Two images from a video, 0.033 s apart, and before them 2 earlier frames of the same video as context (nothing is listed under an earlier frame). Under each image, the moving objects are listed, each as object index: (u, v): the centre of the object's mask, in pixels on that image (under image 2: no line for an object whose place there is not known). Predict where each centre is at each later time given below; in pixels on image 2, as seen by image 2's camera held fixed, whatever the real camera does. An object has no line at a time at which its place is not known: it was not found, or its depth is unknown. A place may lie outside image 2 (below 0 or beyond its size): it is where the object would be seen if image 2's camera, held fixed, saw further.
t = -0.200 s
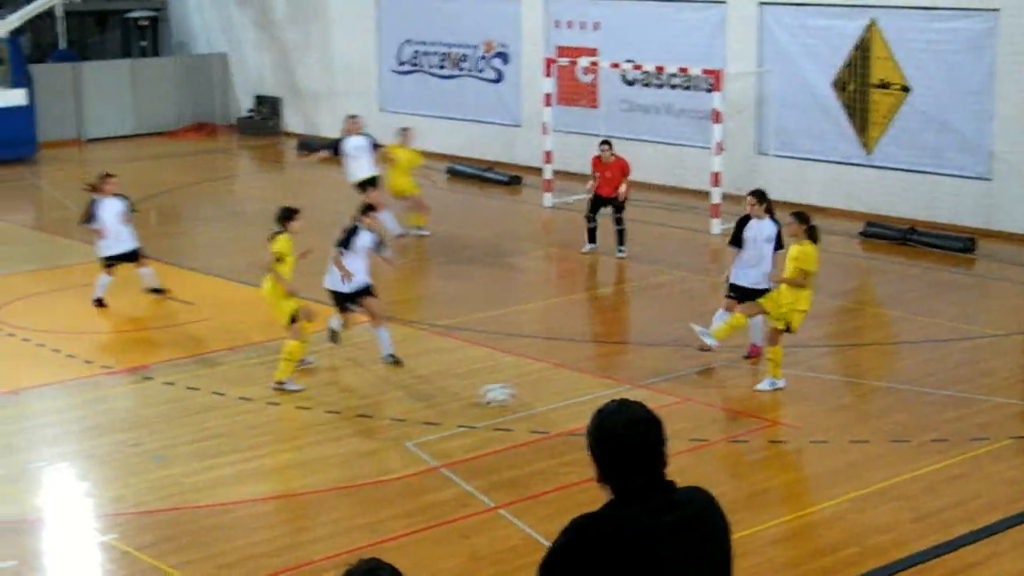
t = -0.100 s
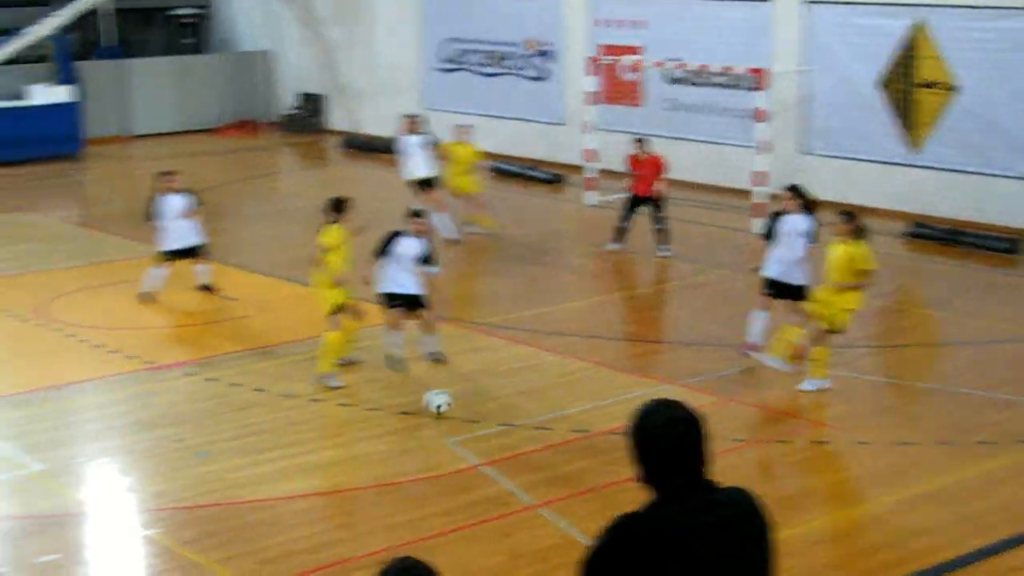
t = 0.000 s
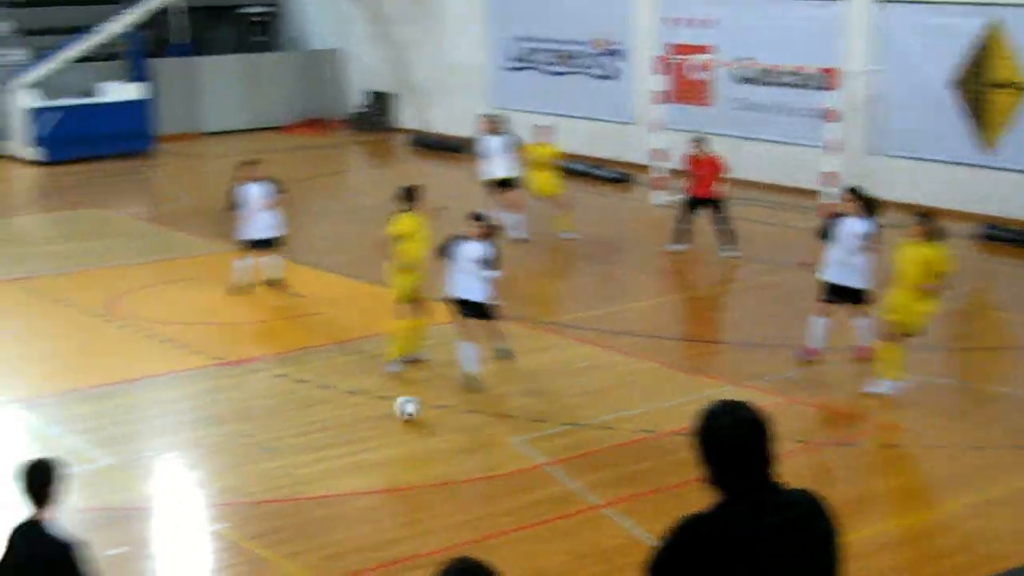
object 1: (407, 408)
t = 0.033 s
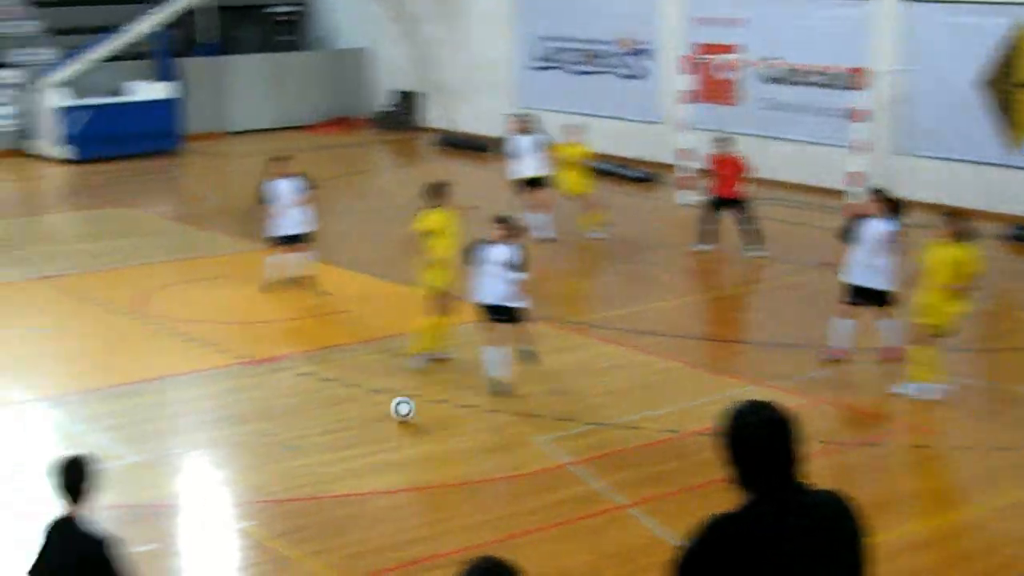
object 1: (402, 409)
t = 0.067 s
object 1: (373, 411)
